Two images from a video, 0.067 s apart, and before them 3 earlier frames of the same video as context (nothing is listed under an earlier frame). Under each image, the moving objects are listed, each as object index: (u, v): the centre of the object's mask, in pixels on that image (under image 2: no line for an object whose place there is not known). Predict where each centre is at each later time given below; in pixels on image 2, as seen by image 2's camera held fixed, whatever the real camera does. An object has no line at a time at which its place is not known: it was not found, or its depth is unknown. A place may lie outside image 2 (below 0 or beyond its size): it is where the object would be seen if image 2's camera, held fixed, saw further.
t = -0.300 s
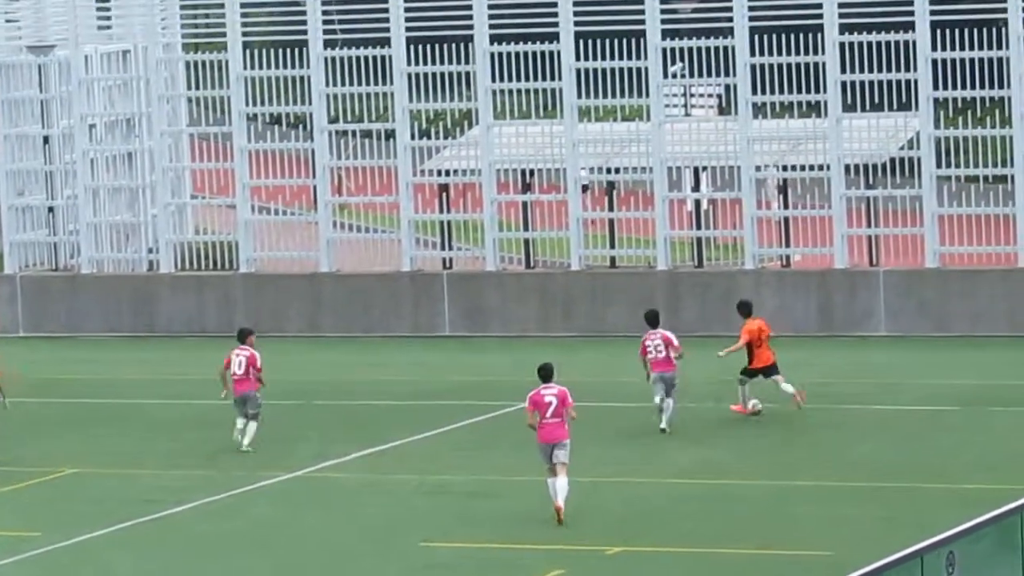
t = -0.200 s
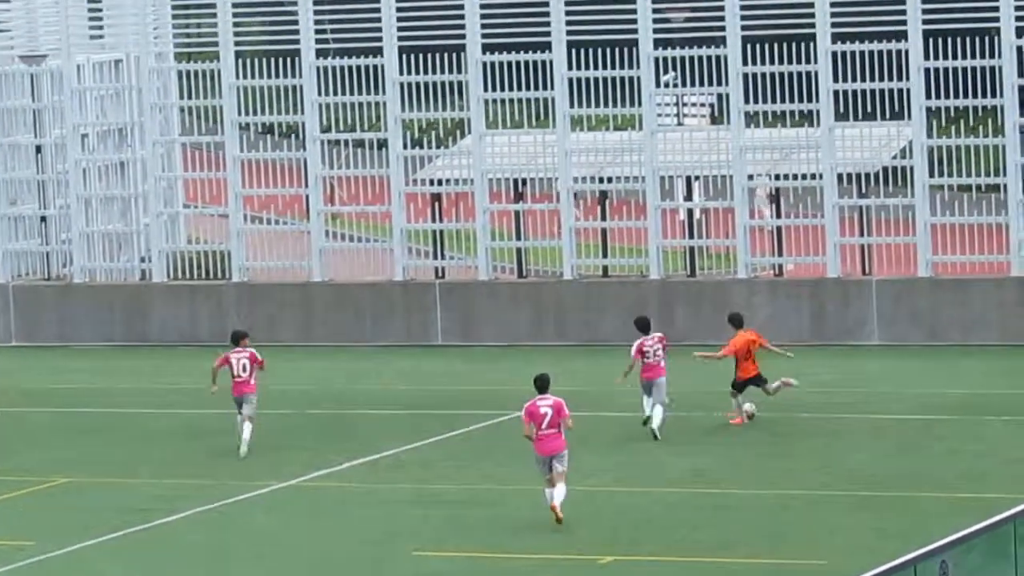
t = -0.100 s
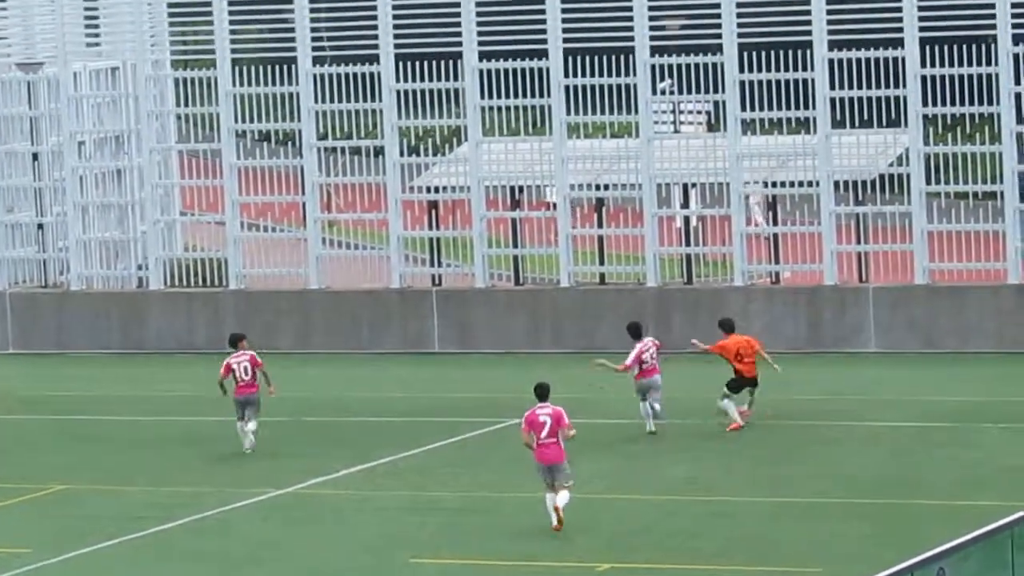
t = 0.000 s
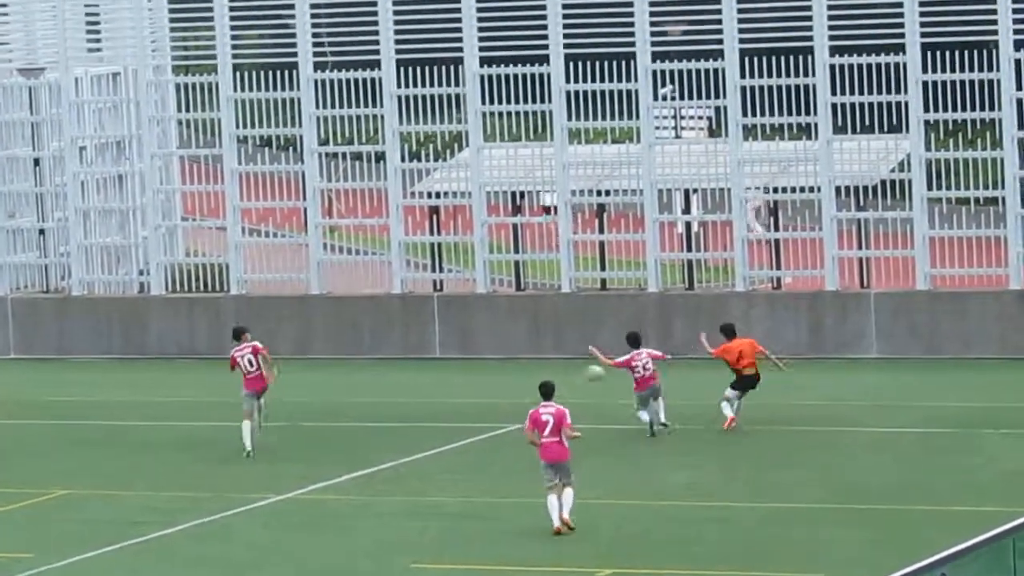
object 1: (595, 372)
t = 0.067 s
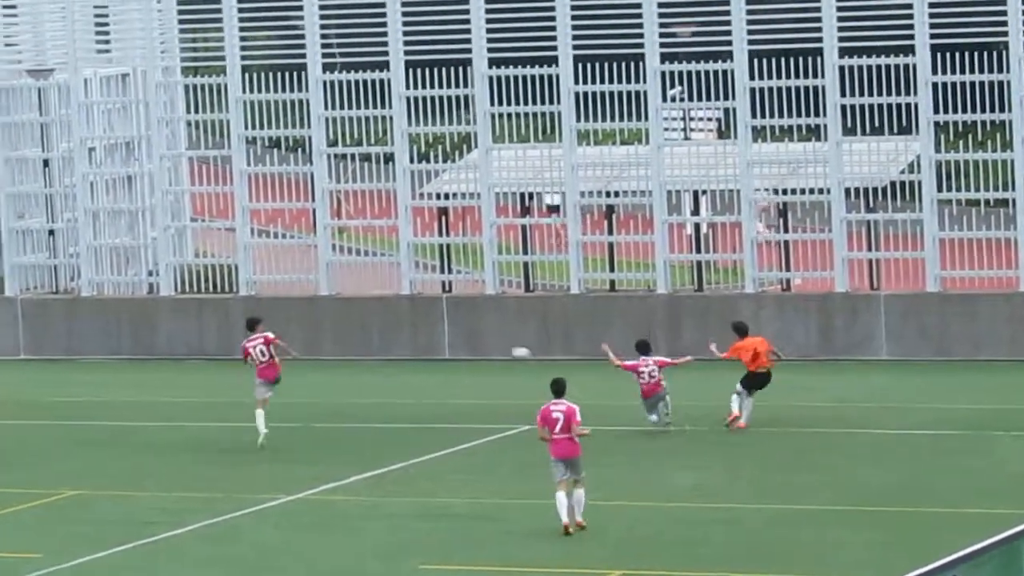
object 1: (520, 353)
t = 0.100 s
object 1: (480, 345)
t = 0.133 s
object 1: (442, 337)
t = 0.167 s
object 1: (403, 331)
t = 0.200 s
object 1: (363, 323)
